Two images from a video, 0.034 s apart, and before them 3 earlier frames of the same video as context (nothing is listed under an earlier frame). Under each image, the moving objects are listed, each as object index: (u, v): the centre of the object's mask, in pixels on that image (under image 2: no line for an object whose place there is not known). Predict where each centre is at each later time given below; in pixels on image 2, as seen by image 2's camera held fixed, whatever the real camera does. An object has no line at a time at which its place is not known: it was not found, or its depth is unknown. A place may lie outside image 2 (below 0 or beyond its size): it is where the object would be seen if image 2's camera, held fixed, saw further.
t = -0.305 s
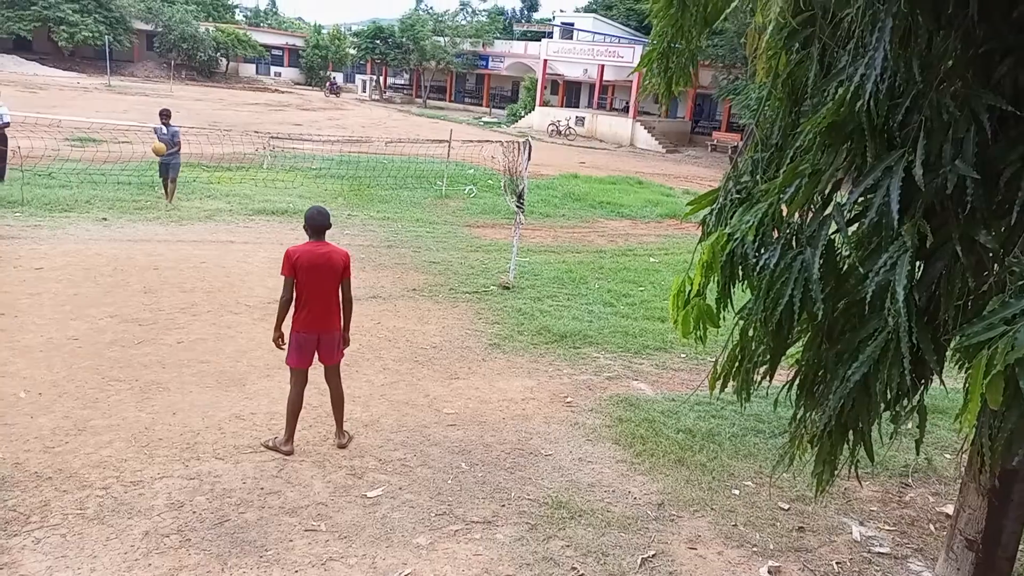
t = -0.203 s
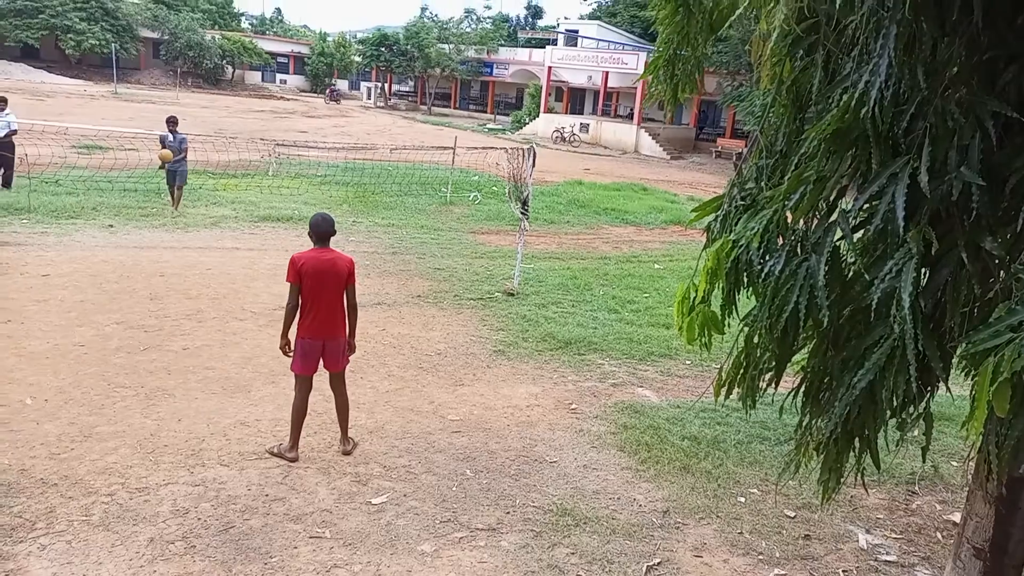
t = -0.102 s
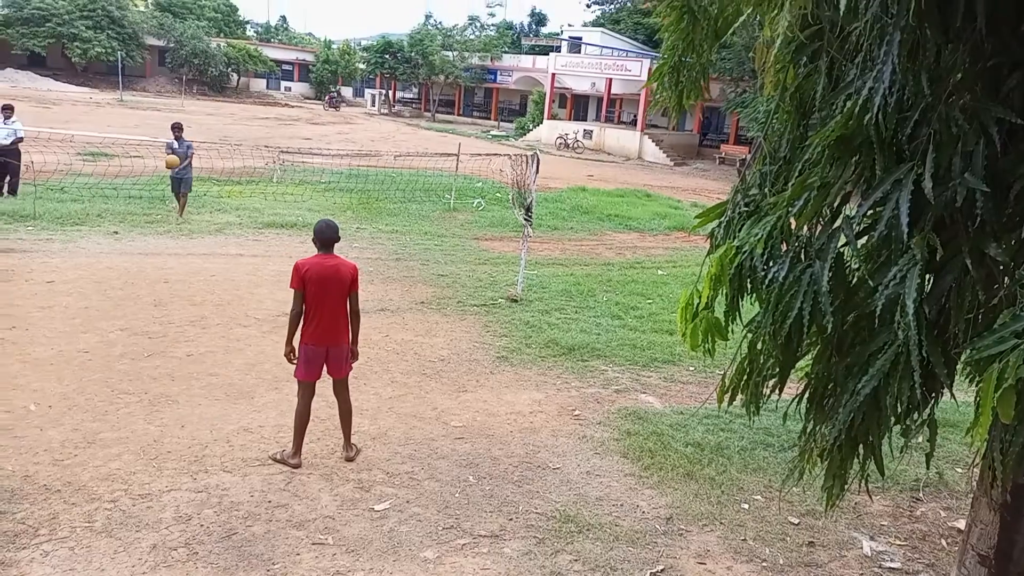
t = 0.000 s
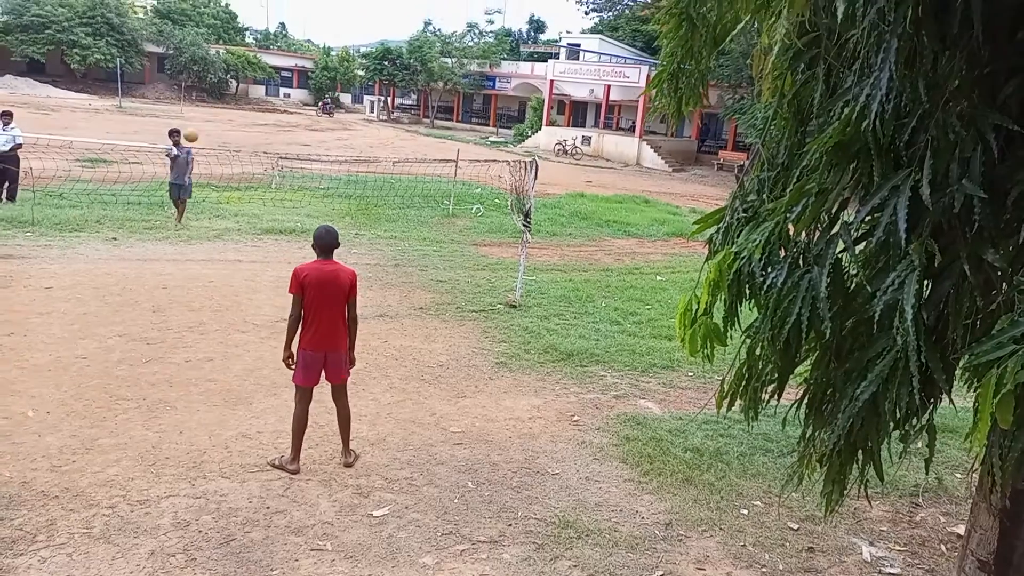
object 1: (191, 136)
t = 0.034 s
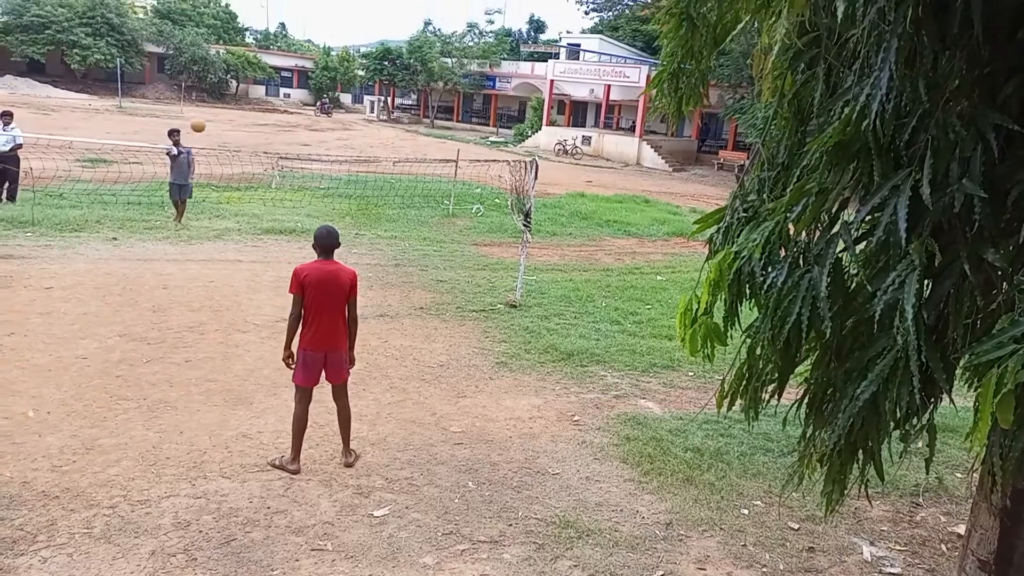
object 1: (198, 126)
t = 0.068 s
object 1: (205, 116)
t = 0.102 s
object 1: (213, 106)
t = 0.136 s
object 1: (220, 97)
